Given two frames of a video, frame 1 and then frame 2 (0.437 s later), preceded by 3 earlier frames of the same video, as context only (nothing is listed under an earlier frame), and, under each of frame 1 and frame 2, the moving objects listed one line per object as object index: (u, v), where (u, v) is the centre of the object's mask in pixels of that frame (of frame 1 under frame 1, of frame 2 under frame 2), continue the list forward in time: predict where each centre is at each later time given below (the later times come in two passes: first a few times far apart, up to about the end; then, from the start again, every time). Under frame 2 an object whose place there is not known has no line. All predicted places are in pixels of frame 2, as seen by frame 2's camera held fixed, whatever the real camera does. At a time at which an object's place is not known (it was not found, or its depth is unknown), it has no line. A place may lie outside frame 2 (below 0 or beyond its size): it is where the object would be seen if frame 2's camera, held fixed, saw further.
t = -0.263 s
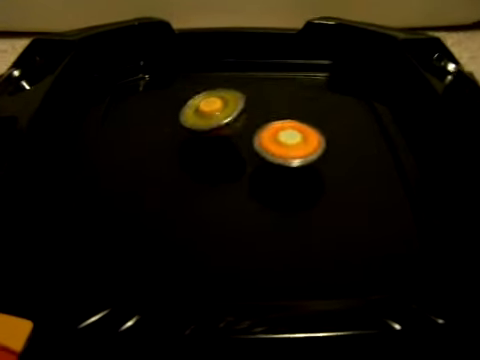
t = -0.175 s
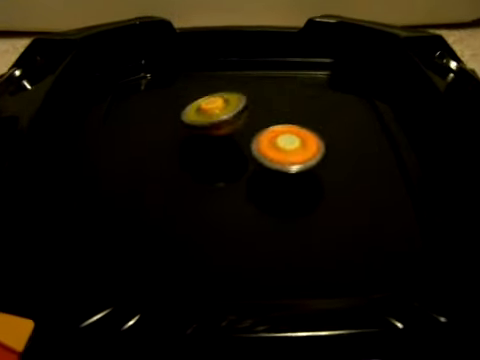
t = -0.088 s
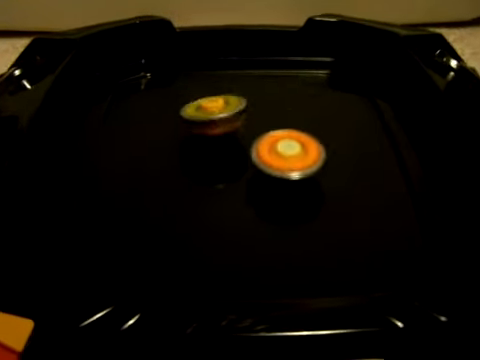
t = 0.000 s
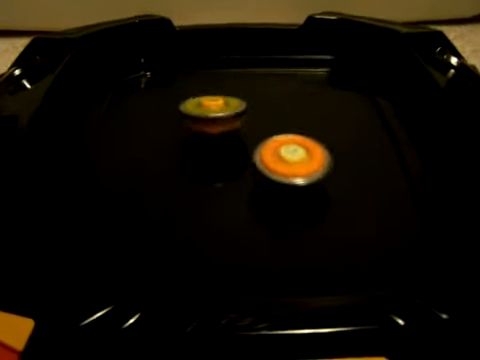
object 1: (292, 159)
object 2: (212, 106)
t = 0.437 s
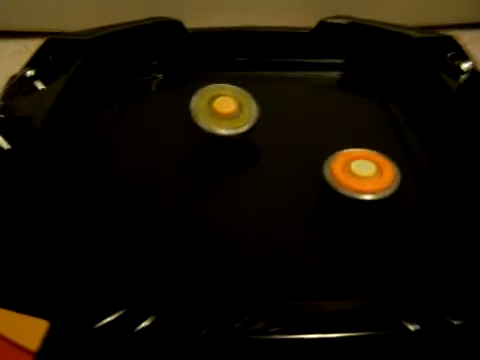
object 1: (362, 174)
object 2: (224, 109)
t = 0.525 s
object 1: (368, 167)
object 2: (224, 109)
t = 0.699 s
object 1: (363, 149)
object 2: (226, 109)
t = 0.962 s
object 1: (327, 137)
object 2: (226, 110)
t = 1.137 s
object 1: (306, 141)
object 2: (225, 110)
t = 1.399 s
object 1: (294, 155)
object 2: (225, 111)
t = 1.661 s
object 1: (307, 173)
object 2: (226, 111)
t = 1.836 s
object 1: (330, 179)
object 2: (227, 111)
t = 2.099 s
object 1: (362, 164)
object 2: (227, 111)
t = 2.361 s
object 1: (345, 139)
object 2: (226, 111)
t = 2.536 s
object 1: (322, 133)
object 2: (226, 111)
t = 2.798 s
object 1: (296, 137)
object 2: (228, 112)
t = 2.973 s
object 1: (289, 145)
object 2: (227, 112)
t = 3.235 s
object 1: (292, 159)
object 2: (227, 113)
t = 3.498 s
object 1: (319, 170)
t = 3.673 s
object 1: (343, 167)
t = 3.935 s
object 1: (355, 145)
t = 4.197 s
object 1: (329, 129)
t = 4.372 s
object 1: (309, 128)
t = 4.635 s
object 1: (301, 140)
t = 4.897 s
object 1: (340, 154)
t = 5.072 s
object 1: (363, 149)
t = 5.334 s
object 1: (362, 131)
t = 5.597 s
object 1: (329, 129)
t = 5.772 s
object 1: (315, 140)
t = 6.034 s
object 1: (322, 162)
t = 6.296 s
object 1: (354, 173)
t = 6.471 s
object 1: (369, 166)
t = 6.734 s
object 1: (354, 149)
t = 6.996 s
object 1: (323, 151)
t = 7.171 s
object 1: (314, 160)
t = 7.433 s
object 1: (321, 176)
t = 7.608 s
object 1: (332, 181)
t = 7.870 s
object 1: (353, 176)
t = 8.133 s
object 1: (349, 158)
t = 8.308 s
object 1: (334, 151)
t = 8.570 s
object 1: (310, 151)
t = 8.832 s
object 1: (300, 157)
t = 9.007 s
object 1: (300, 163)
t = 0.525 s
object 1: (368, 167)
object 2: (224, 109)
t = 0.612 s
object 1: (368, 158)
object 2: (225, 109)
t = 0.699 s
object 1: (363, 149)
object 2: (226, 109)
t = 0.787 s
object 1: (352, 143)
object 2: (226, 110)
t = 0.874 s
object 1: (340, 138)
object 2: (226, 110)
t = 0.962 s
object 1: (327, 137)
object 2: (226, 110)
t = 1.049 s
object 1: (315, 138)
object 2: (226, 110)
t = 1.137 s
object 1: (306, 141)
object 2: (225, 110)
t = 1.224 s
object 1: (300, 145)
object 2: (225, 110)
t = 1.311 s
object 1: (296, 150)
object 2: (224, 110)
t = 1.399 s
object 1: (294, 155)
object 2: (225, 111)
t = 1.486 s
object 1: (296, 161)
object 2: (225, 110)
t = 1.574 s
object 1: (300, 167)
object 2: (226, 110)
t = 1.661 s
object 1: (307, 173)
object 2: (226, 111)
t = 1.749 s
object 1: (318, 177)
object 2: (227, 110)
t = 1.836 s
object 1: (330, 179)
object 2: (227, 111)
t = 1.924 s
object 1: (344, 177)
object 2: (227, 111)
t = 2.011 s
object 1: (355, 172)
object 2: (227, 111)
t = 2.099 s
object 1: (362, 164)
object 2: (227, 111)
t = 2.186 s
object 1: (361, 154)
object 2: (226, 111)
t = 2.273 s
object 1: (355, 146)
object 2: (226, 111)
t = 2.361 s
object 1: (345, 139)
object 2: (226, 111)
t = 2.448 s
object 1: (334, 135)
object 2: (226, 111)
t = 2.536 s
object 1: (322, 133)
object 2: (226, 111)
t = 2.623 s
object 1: (312, 133)
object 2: (227, 111)
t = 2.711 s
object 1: (303, 135)
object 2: (227, 111)
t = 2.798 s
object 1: (296, 137)
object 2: (228, 112)
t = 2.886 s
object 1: (291, 141)
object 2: (228, 112)
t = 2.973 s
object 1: (289, 145)
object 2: (227, 112)
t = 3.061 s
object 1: (287, 149)
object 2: (228, 112)
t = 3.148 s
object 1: (288, 154)
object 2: (228, 113)
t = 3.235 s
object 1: (292, 159)
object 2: (227, 113)
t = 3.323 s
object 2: (227, 113)
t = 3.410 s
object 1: (308, 167)
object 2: (227, 113)
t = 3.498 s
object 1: (319, 170)
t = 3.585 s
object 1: (331, 170)
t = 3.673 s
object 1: (343, 167)
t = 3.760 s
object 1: (352, 161)
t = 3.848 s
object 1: (357, 153)
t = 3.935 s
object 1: (355, 145)
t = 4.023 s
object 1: (348, 137)
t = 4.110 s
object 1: (339, 132)
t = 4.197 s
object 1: (329, 129)
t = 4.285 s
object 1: (319, 127)
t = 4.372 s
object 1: (309, 128)
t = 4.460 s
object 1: (302, 130)
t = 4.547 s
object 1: (297, 134)
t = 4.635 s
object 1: (301, 140)
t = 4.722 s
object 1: (312, 147)
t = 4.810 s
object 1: (325, 152)
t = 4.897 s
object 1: (340, 154)
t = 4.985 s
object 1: (353, 153)
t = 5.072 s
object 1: (363, 149)
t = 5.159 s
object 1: (367, 143)
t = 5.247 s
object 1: (367, 137)
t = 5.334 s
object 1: (362, 131)
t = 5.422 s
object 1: (353, 128)
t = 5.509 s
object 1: (340, 127)
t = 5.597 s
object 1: (329, 129)
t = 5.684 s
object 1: (320, 134)
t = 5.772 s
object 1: (315, 140)
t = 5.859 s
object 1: (314, 147)
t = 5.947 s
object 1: (316, 155)
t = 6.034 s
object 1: (322, 162)
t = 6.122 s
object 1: (331, 168)
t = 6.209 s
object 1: (342, 172)
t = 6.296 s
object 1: (354, 173)
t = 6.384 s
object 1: (363, 171)
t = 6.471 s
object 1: (369, 166)
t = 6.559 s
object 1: (369, 159)
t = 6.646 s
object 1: (363, 154)
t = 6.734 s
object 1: (354, 149)
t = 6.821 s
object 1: (343, 147)
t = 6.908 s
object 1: (332, 148)
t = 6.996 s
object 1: (323, 151)
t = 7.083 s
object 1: (317, 155)
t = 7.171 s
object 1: (314, 160)
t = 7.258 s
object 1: (313, 166)
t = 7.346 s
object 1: (317, 171)
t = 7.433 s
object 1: (321, 176)
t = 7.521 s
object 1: (327, 179)
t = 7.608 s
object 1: (332, 181)
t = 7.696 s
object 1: (339, 182)
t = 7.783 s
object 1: (347, 180)
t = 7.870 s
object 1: (353, 176)
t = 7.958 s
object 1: (355, 170)
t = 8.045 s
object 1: (351, 163)
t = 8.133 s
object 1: (349, 158)
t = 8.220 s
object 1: (342, 154)
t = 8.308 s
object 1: (334, 151)
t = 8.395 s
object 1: (325, 150)
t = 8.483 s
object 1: (317, 150)
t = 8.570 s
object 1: (310, 151)
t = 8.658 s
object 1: (306, 152)
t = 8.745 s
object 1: (302, 154)
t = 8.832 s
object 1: (300, 157)
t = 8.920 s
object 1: (299, 159)
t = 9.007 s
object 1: (300, 163)
